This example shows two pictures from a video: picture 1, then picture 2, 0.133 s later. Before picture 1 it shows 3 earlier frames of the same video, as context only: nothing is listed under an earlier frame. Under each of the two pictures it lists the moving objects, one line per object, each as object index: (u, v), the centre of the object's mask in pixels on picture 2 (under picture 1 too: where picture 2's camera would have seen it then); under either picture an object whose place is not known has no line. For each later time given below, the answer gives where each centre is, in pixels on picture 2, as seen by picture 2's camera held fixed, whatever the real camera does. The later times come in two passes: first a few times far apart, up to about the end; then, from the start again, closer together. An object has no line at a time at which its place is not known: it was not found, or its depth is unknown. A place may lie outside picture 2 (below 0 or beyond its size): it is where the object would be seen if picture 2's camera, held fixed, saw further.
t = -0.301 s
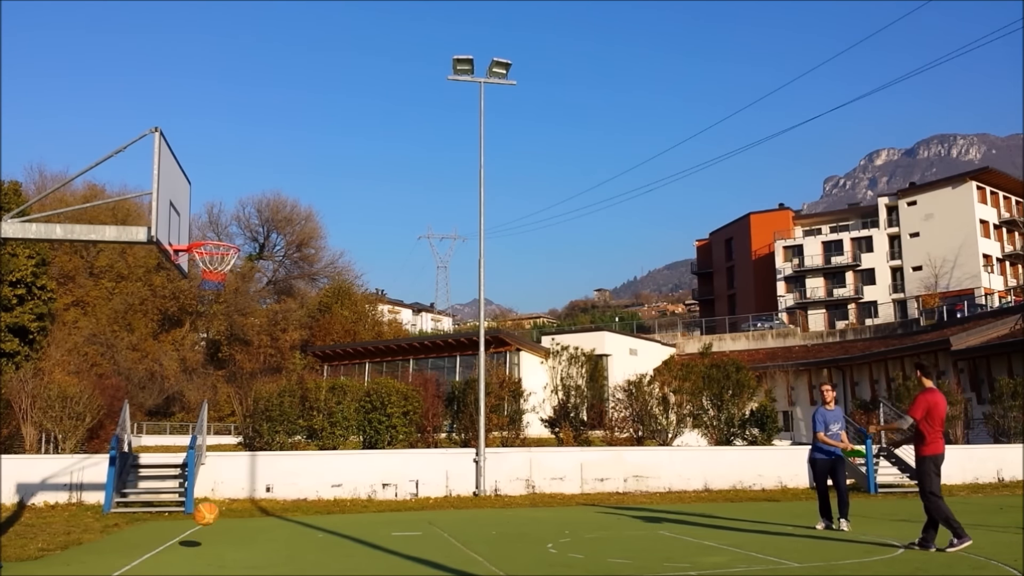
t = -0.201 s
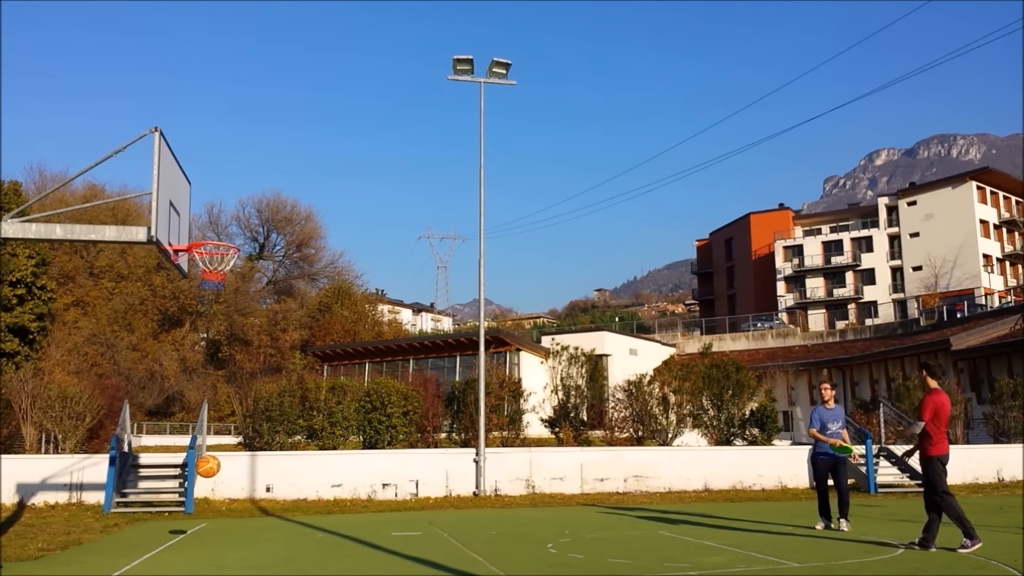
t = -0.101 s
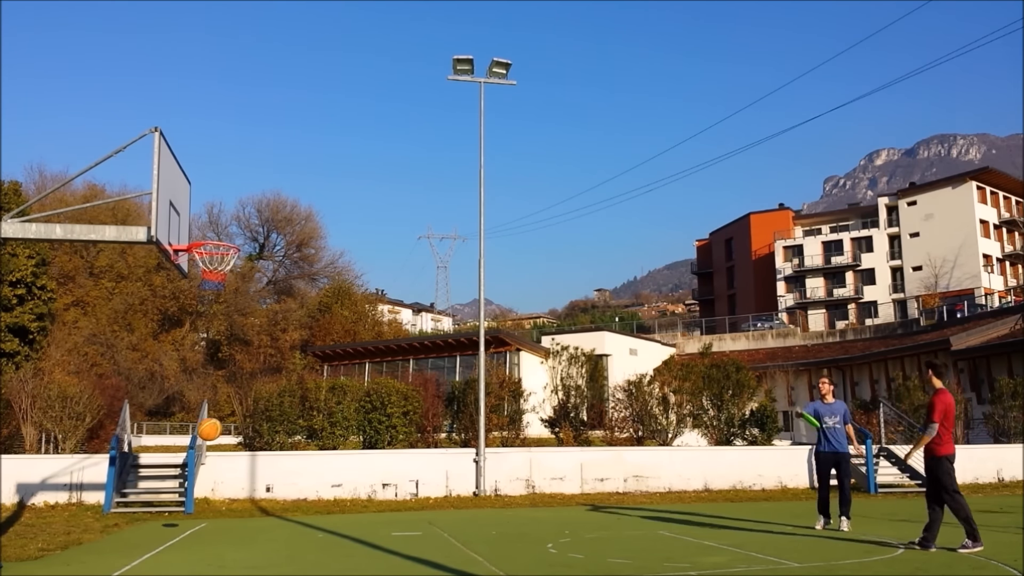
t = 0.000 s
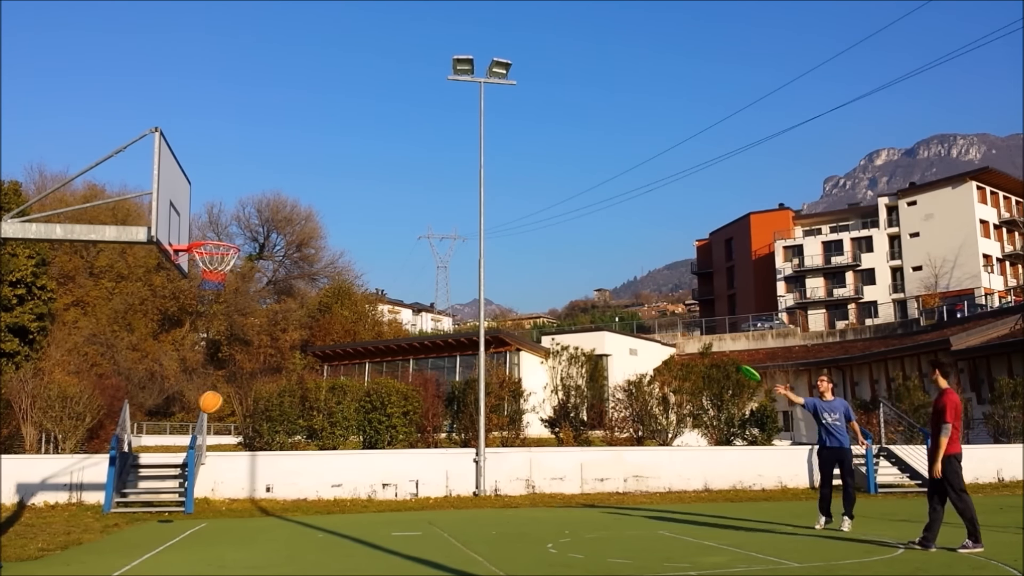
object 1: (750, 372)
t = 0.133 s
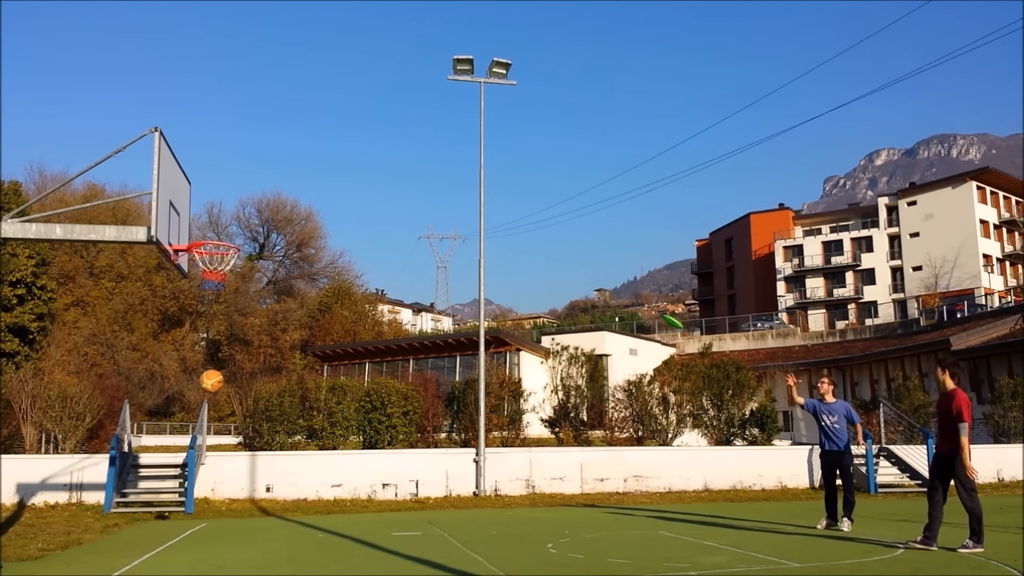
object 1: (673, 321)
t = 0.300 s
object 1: (581, 271)
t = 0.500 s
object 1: (480, 226)
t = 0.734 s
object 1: (375, 195)
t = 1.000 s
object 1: (269, 186)
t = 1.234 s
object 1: (191, 203)
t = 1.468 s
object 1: (208, 232)
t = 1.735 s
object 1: (222, 243)
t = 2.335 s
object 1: (190, 409)
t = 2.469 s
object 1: (183, 495)
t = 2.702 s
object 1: (194, 545)
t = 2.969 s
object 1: (216, 551)
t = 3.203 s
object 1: (229, 555)
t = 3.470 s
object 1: (226, 553)
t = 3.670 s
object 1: (223, 553)
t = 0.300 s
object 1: (581, 271)
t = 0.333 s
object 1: (563, 262)
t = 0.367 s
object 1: (546, 254)
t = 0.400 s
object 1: (529, 246)
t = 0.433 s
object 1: (513, 239)
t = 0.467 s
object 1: (497, 232)
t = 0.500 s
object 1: (480, 226)
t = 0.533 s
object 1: (465, 220)
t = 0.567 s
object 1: (449, 215)
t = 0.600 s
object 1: (434, 210)
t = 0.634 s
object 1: (419, 206)
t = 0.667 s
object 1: (404, 202)
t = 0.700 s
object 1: (389, 198)
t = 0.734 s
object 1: (375, 195)
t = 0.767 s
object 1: (361, 193)
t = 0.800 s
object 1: (347, 190)
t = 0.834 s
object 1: (333, 189)
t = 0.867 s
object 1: (320, 187)
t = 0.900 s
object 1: (307, 186)
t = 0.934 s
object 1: (294, 186)
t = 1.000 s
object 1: (269, 186)
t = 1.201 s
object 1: (200, 199)
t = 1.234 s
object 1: (191, 203)
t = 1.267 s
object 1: (191, 208)
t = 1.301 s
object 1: (194, 215)
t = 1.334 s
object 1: (196, 223)
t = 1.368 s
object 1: (199, 231)
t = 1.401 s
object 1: (202, 237)
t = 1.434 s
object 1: (204, 234)
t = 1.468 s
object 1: (208, 232)
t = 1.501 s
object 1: (214, 232)
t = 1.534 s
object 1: (218, 235)
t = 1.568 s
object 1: (220, 236)
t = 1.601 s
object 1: (226, 241)
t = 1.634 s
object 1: (226, 240)
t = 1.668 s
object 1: (225, 241)
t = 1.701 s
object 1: (222, 242)
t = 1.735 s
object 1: (222, 243)
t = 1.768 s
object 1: (224, 247)
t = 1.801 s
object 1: (221, 250)
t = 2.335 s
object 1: (190, 409)
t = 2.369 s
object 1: (188, 428)
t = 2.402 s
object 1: (186, 449)
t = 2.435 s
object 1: (184, 472)
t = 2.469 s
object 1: (183, 495)
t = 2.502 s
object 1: (181, 520)
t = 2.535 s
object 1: (180, 547)
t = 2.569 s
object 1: (182, 551)
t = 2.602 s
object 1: (185, 548)
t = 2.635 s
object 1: (188, 545)
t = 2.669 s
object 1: (191, 545)
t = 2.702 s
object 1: (194, 545)
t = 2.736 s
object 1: (197, 546)
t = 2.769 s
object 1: (200, 549)
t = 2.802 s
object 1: (201, 553)
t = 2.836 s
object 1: (204, 554)
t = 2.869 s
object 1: (208, 554)
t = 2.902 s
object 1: (211, 552)
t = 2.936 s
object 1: (213, 552)
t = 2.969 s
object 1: (216, 551)
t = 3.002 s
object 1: (219, 550)
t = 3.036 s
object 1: (221, 550)
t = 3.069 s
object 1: (223, 551)
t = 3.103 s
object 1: (225, 551)
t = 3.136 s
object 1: (226, 552)
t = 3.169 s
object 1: (228, 554)
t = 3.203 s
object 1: (229, 555)
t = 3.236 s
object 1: (230, 556)
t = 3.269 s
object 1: (230, 557)
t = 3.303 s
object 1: (230, 556)
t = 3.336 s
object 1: (229, 555)
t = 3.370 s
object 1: (229, 555)
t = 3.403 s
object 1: (228, 554)
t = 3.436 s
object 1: (227, 553)
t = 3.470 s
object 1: (226, 553)
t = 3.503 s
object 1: (225, 553)
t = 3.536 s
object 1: (224, 553)
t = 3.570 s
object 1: (224, 553)
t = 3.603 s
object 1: (223, 553)
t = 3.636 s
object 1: (222, 553)
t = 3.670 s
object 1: (223, 553)
